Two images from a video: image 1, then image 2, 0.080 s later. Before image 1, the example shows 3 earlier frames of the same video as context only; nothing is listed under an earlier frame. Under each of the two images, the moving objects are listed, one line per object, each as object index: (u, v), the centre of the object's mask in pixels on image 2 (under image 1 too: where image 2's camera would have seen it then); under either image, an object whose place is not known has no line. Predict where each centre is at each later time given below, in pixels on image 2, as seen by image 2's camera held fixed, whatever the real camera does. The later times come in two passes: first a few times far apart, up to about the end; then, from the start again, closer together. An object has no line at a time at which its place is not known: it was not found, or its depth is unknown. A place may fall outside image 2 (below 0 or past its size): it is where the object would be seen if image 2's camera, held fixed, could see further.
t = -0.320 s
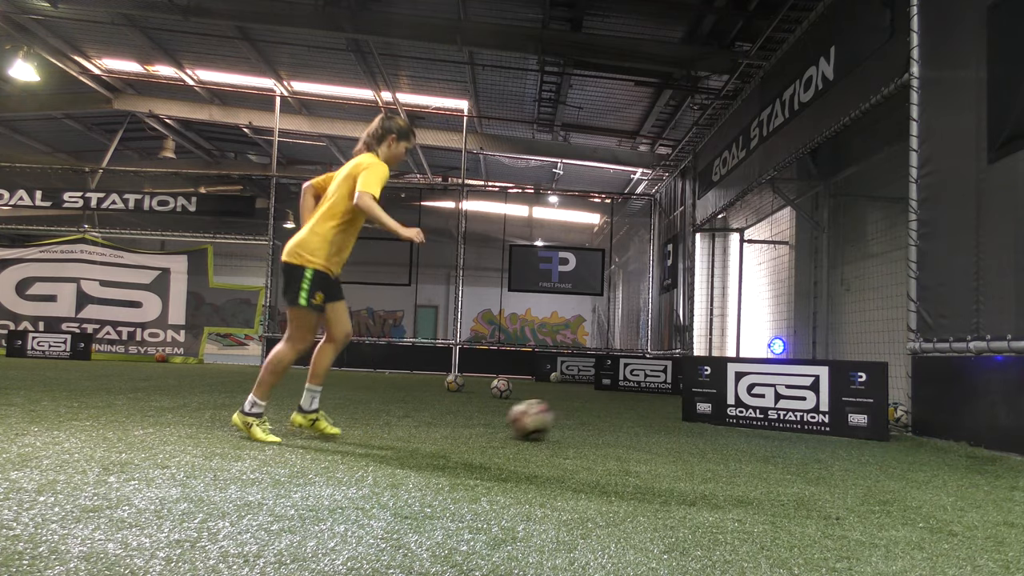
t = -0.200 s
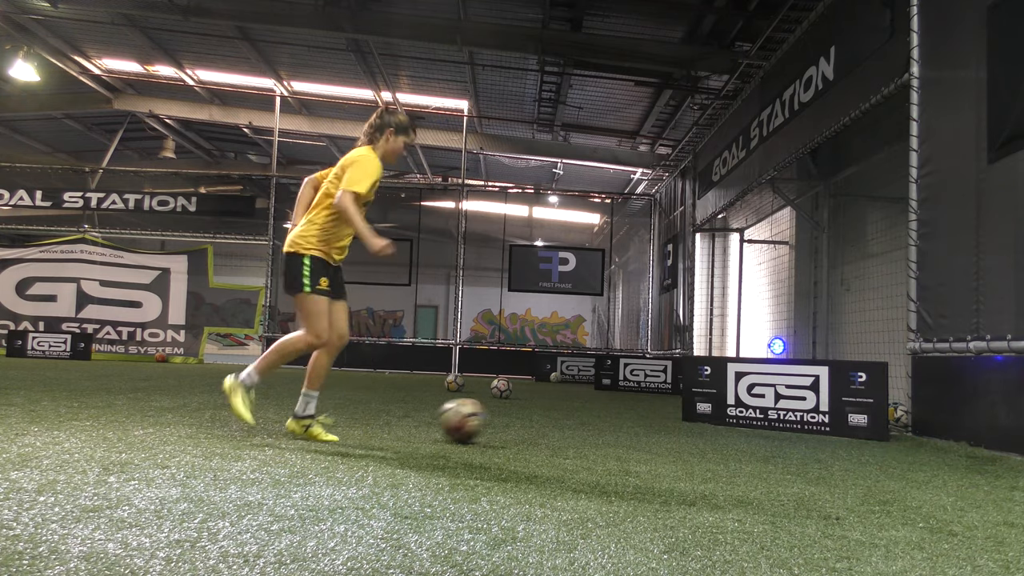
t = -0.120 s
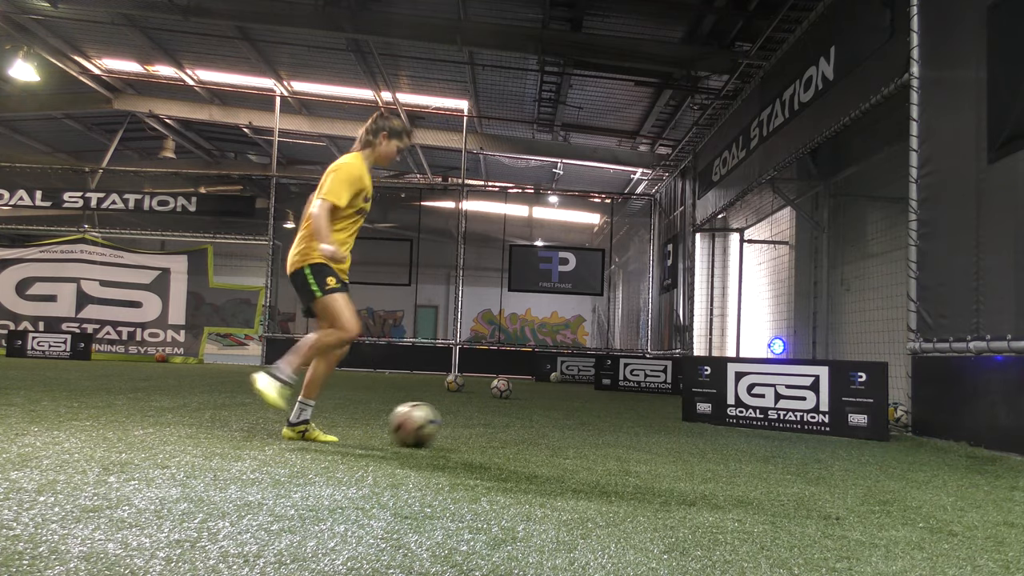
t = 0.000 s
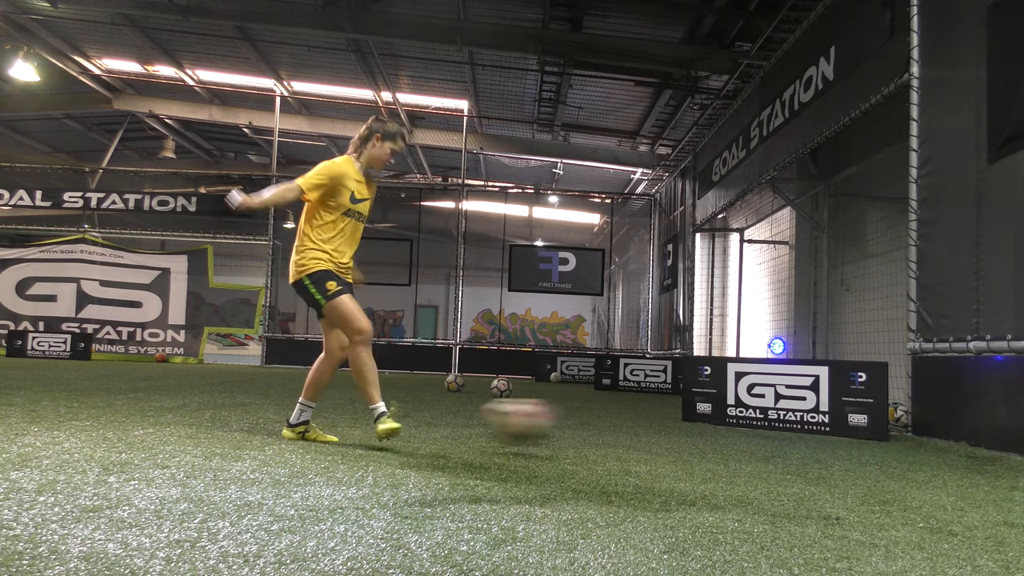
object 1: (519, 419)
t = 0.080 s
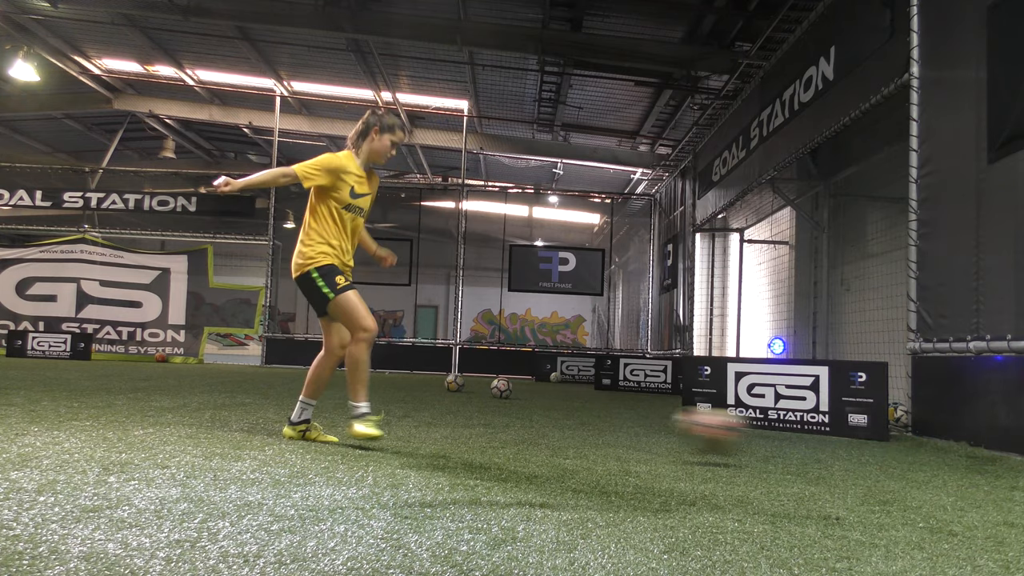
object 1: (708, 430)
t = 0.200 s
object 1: (994, 453)
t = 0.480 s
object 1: (775, 446)
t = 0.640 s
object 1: (606, 437)
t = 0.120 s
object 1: (812, 442)
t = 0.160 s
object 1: (908, 451)
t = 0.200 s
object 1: (994, 453)
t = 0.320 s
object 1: (979, 455)
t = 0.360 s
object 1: (925, 453)
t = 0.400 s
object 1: (874, 449)
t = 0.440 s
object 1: (824, 448)
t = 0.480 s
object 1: (775, 446)
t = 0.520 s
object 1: (730, 442)
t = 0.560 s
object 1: (687, 440)
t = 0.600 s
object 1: (645, 440)
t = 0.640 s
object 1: (606, 437)
